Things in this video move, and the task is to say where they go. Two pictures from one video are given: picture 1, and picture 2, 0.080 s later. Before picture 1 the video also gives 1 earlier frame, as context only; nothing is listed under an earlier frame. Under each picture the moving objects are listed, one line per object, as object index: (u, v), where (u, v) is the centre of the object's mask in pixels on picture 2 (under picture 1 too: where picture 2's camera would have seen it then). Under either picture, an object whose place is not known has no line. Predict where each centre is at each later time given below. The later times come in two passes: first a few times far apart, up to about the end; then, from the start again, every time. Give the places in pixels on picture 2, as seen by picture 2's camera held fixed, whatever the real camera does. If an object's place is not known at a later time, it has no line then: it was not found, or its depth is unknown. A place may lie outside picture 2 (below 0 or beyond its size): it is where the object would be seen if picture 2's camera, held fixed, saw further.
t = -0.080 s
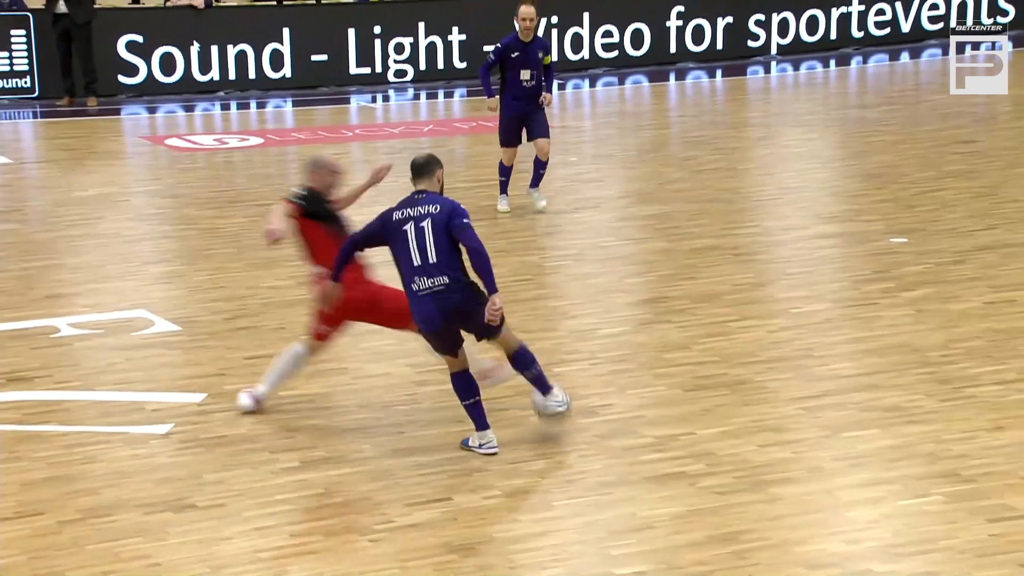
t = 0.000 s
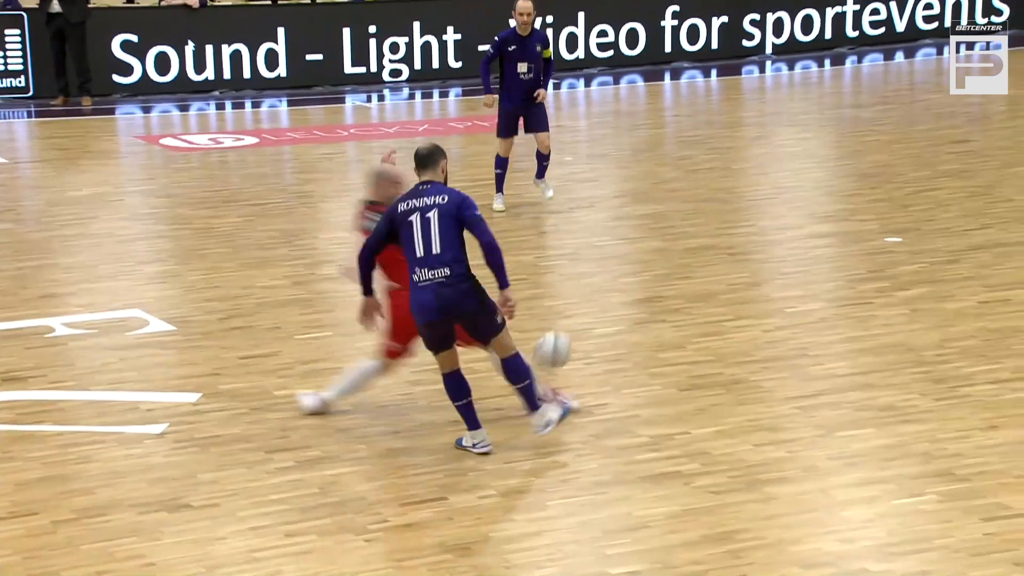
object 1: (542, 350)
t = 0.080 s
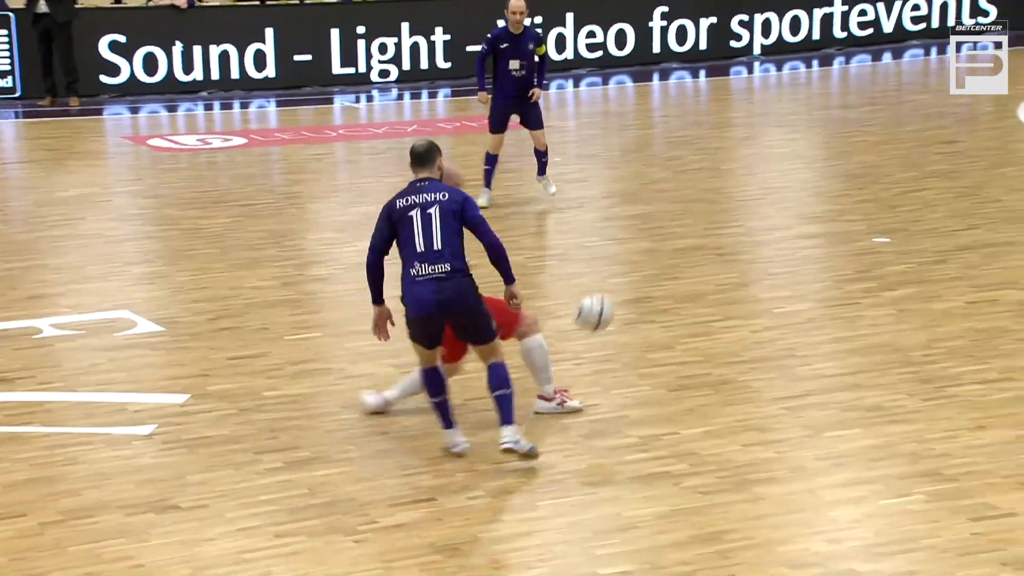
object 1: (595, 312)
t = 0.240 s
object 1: (702, 269)
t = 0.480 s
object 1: (868, 290)
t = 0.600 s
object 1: (956, 340)
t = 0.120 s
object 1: (621, 298)
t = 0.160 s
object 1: (649, 285)
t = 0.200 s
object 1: (675, 276)
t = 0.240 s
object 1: (702, 269)
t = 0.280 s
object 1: (728, 264)
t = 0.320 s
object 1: (757, 265)
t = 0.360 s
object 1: (784, 268)
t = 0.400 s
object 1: (813, 273)
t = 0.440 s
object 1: (840, 279)
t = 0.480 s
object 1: (868, 290)
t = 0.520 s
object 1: (897, 302)
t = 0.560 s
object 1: (926, 321)
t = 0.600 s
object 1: (956, 340)
